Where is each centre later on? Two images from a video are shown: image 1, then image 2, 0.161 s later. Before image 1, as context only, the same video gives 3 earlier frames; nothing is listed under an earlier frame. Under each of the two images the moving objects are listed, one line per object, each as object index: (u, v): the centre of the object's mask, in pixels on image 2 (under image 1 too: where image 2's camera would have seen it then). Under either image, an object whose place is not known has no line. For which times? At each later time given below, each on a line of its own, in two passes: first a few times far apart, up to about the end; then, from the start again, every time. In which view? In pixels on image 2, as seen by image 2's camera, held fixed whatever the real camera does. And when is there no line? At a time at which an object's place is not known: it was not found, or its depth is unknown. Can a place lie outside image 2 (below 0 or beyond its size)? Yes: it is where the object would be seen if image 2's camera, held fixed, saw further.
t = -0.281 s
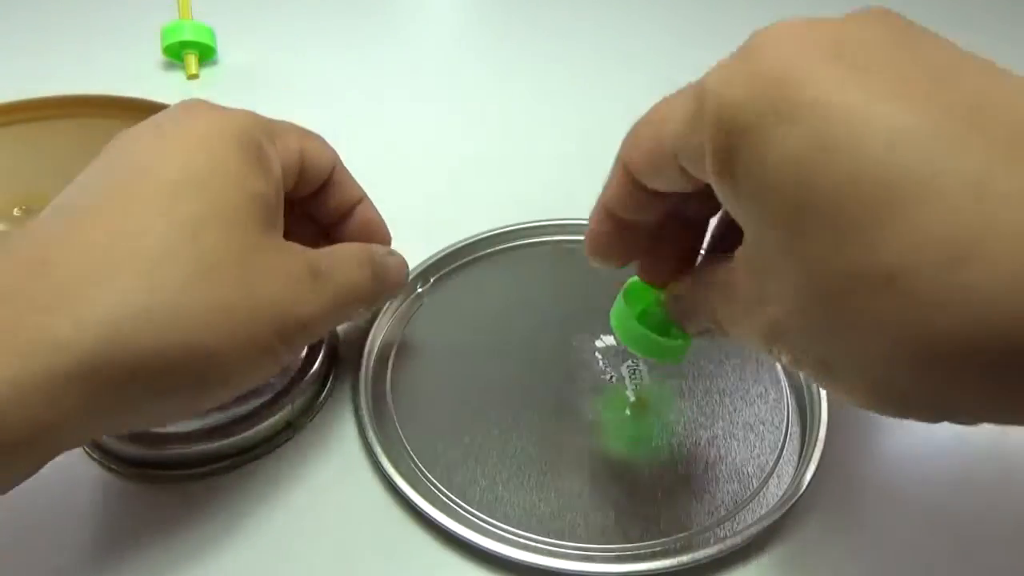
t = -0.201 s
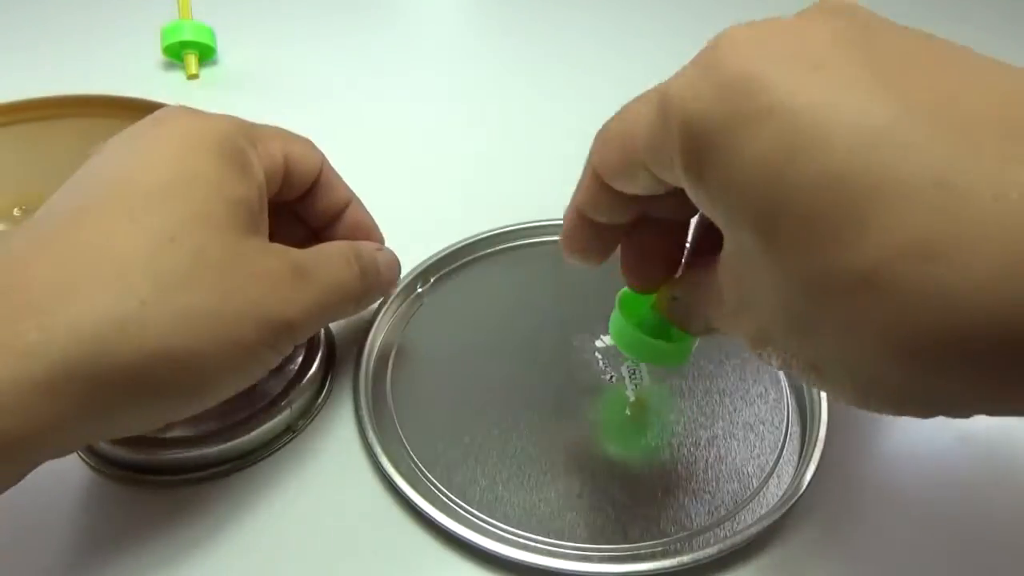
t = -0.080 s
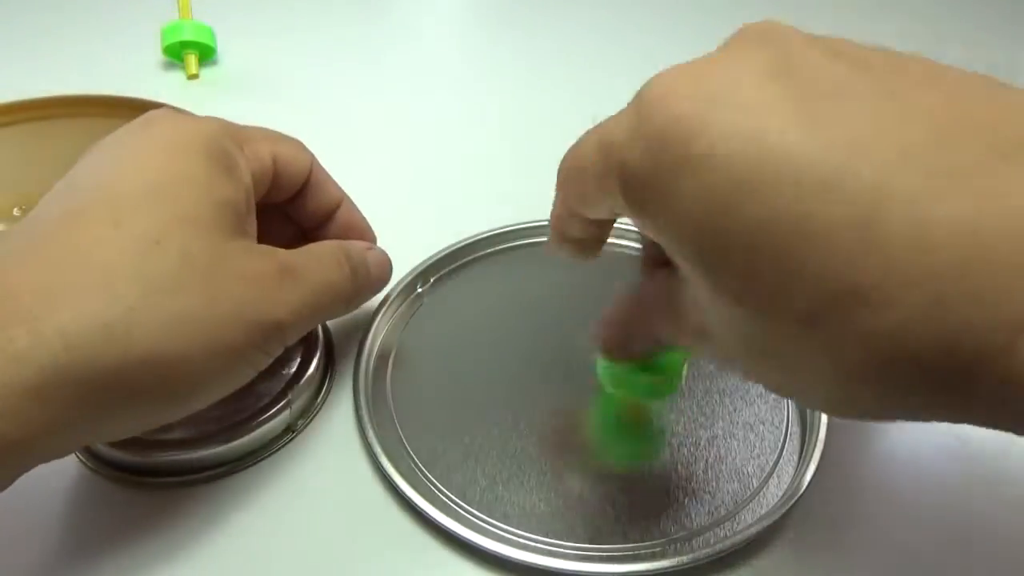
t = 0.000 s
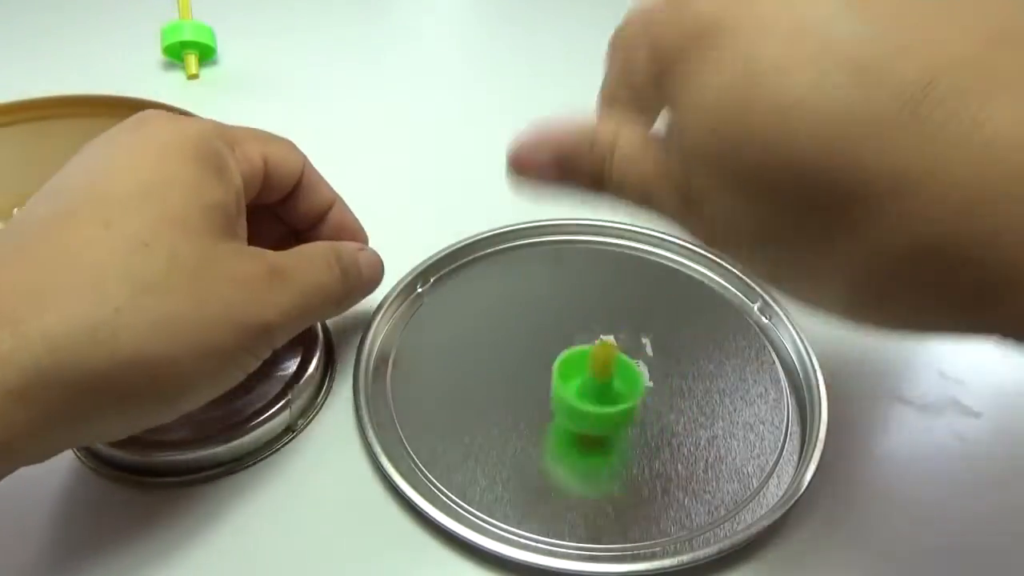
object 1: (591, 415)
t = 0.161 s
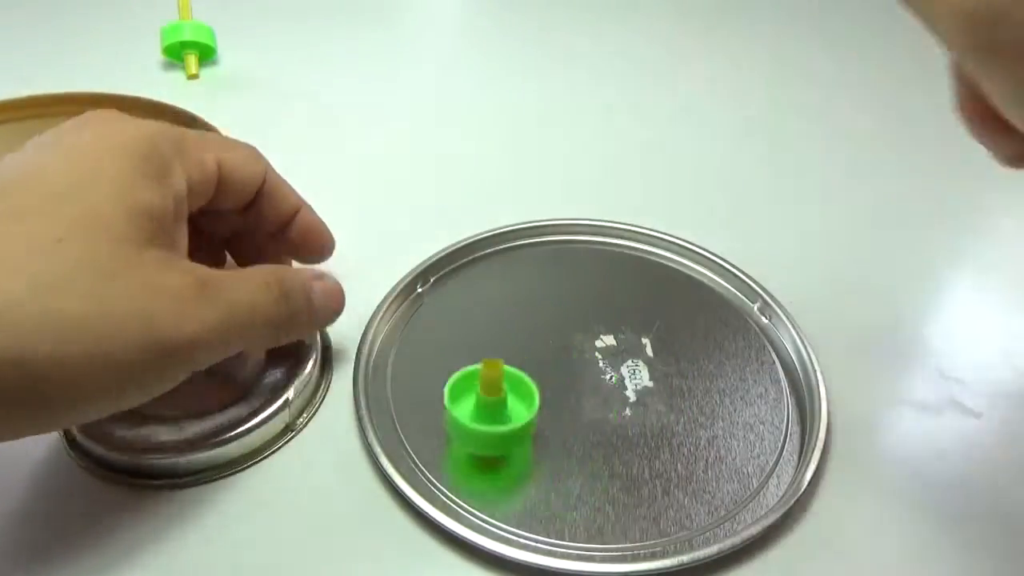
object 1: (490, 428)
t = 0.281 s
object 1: (444, 420)
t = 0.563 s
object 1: (418, 369)
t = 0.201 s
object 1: (472, 427)
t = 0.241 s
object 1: (458, 425)
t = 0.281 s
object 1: (444, 420)
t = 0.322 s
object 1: (432, 414)
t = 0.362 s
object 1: (424, 404)
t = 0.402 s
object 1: (418, 398)
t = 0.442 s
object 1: (416, 390)
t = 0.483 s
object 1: (414, 388)
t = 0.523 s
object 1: (414, 374)
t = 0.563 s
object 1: (418, 369)
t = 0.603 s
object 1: (421, 361)
